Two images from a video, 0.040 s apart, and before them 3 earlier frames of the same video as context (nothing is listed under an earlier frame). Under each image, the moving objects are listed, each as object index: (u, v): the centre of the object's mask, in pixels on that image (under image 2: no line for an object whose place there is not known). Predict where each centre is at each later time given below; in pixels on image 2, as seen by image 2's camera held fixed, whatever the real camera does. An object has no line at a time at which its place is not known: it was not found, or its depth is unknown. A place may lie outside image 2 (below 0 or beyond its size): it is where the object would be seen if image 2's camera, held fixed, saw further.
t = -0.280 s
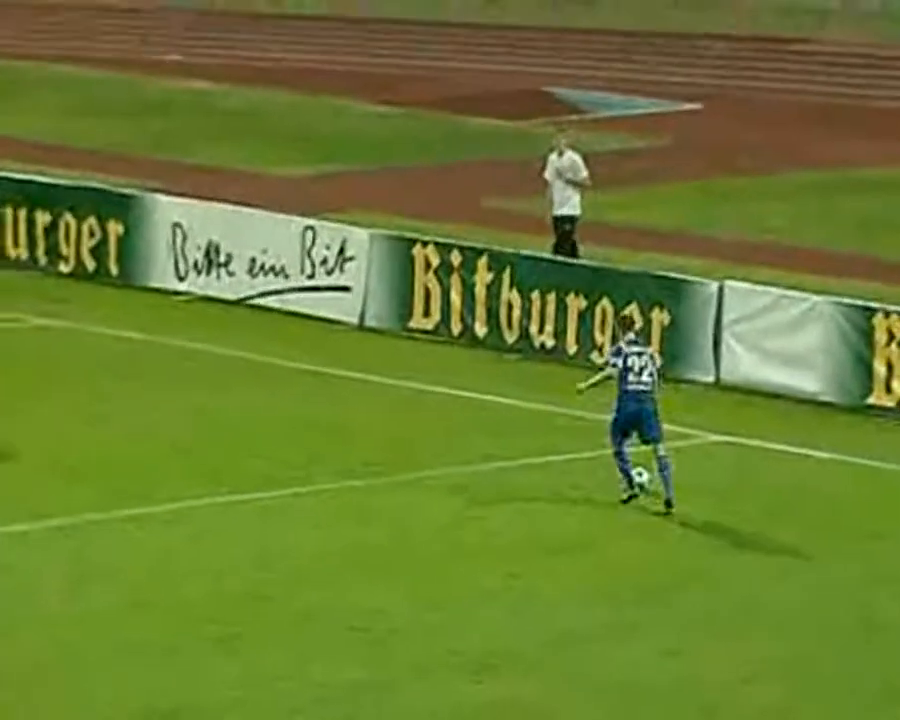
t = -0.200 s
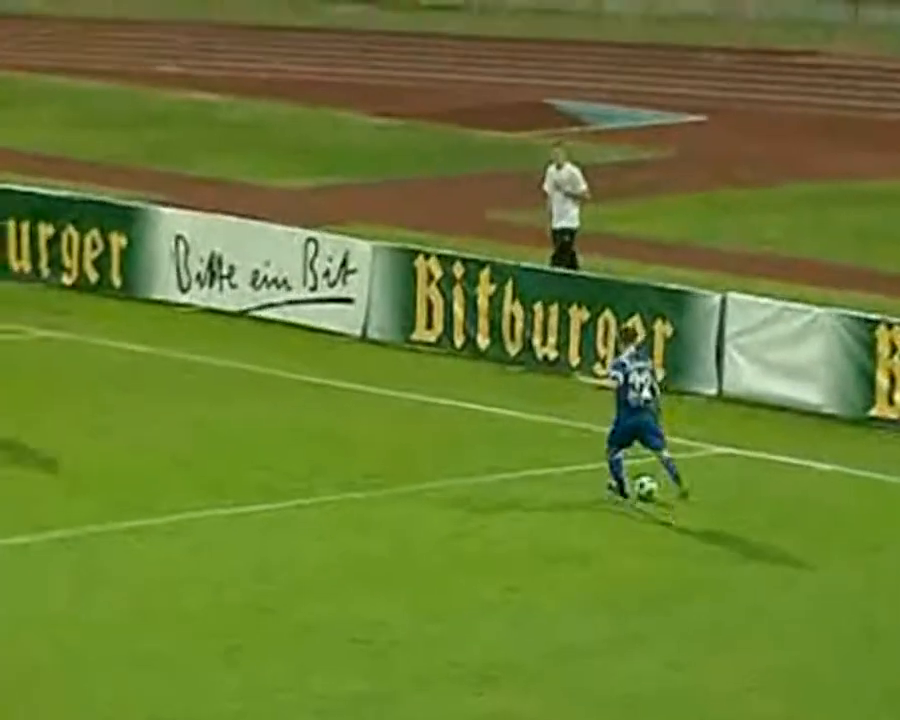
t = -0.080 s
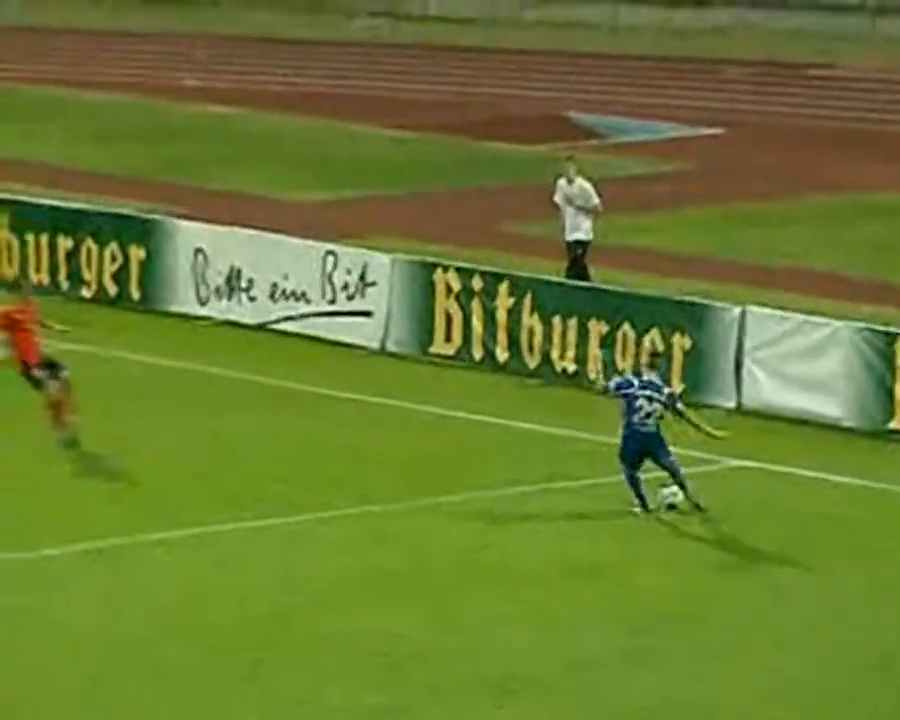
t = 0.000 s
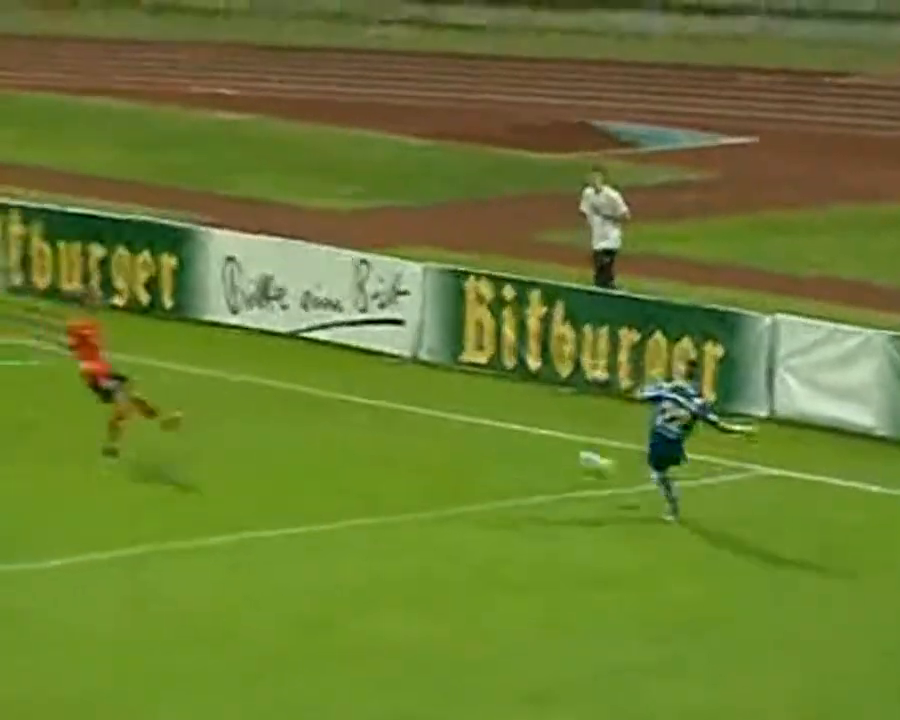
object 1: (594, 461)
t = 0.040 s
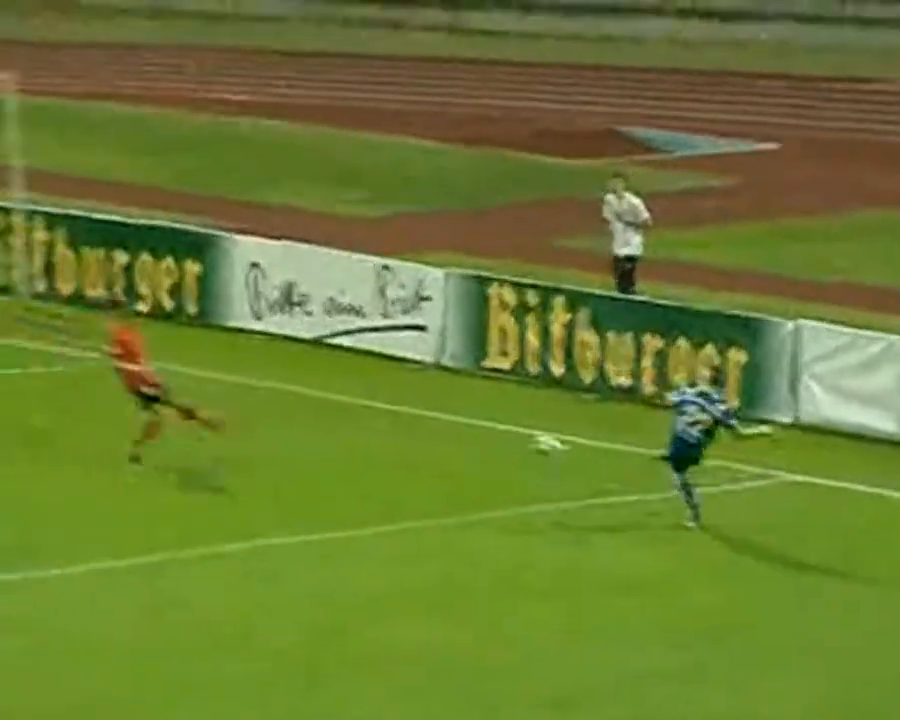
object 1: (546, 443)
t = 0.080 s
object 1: (478, 424)
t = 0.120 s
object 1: (406, 405)
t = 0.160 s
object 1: (347, 395)
